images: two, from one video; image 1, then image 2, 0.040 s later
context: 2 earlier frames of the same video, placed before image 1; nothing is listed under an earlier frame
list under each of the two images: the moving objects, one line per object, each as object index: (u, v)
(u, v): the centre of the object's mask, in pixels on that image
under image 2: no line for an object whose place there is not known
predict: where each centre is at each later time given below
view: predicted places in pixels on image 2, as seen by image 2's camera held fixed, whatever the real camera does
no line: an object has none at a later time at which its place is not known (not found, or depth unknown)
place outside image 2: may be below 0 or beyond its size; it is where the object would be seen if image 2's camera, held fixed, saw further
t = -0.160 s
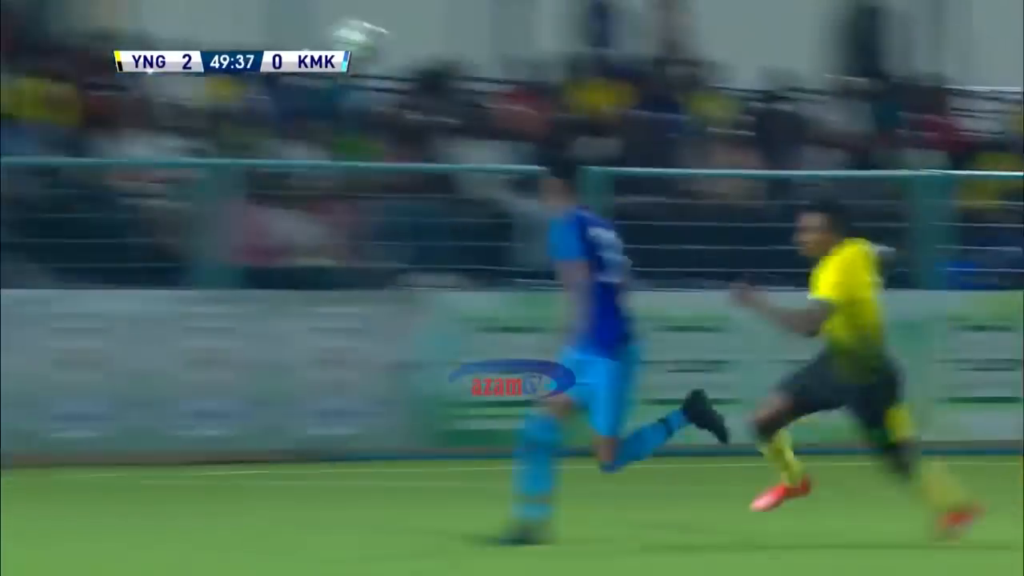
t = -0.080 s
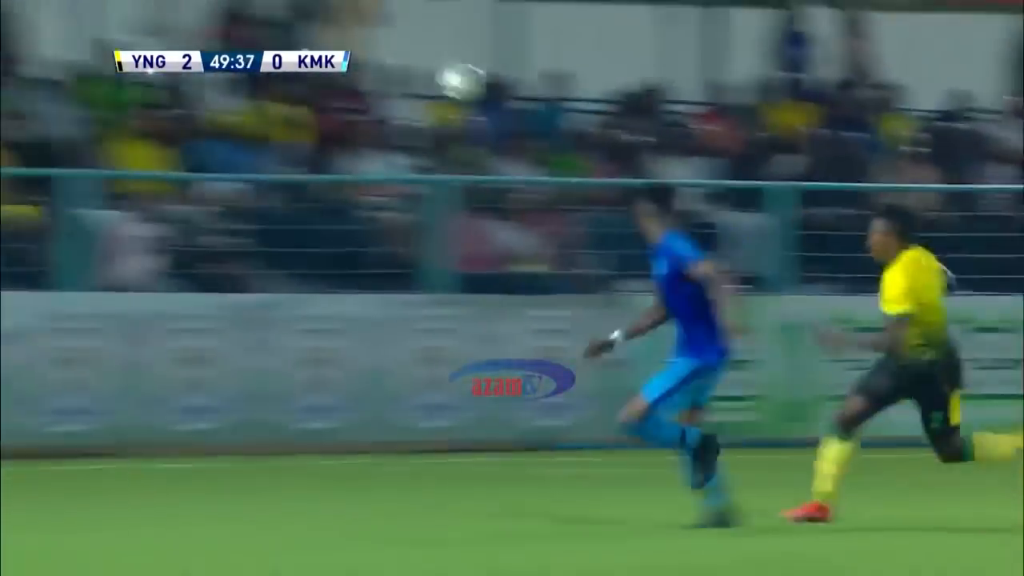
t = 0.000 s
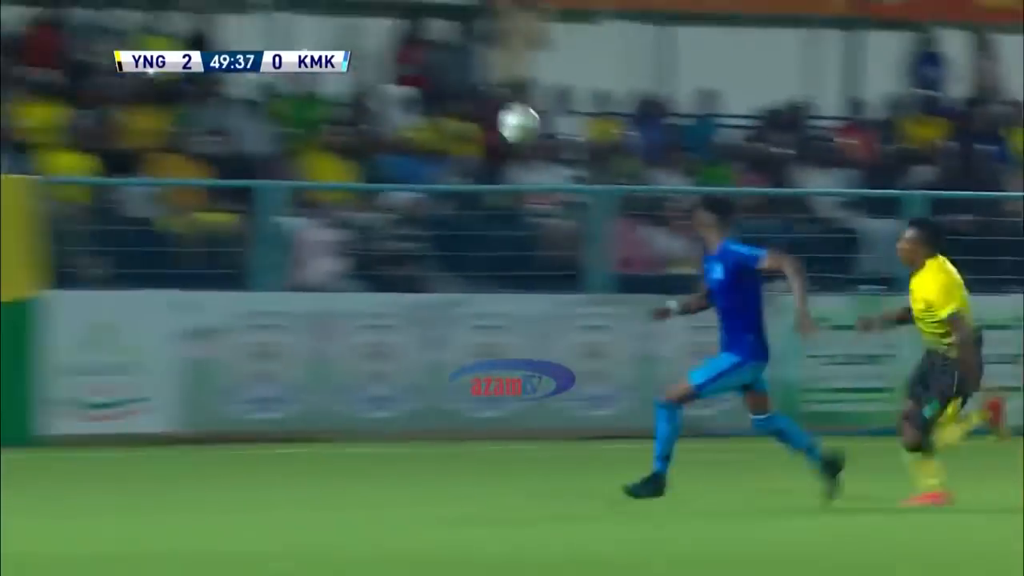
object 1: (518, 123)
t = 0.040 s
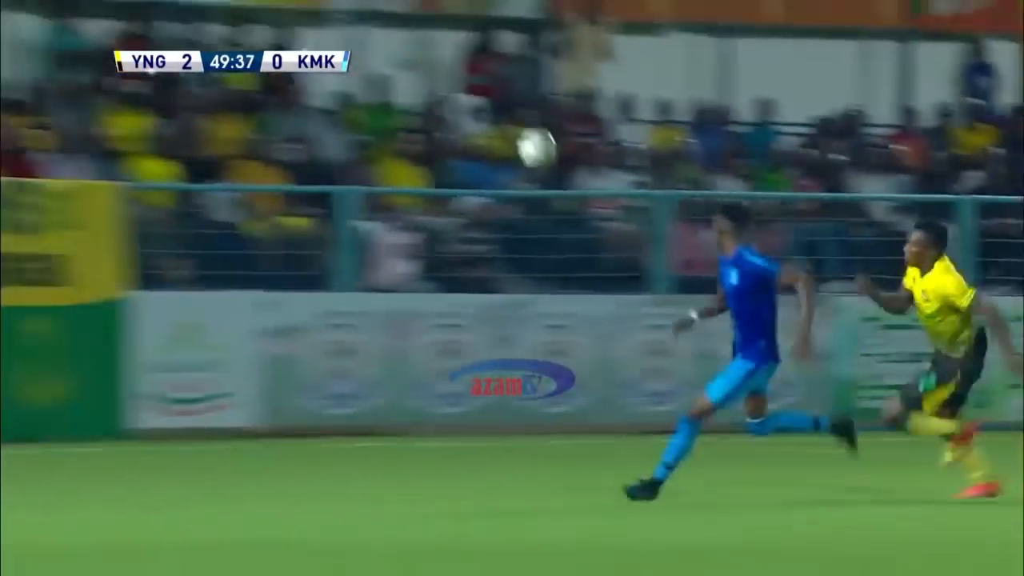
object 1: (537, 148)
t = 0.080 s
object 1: (489, 166)
